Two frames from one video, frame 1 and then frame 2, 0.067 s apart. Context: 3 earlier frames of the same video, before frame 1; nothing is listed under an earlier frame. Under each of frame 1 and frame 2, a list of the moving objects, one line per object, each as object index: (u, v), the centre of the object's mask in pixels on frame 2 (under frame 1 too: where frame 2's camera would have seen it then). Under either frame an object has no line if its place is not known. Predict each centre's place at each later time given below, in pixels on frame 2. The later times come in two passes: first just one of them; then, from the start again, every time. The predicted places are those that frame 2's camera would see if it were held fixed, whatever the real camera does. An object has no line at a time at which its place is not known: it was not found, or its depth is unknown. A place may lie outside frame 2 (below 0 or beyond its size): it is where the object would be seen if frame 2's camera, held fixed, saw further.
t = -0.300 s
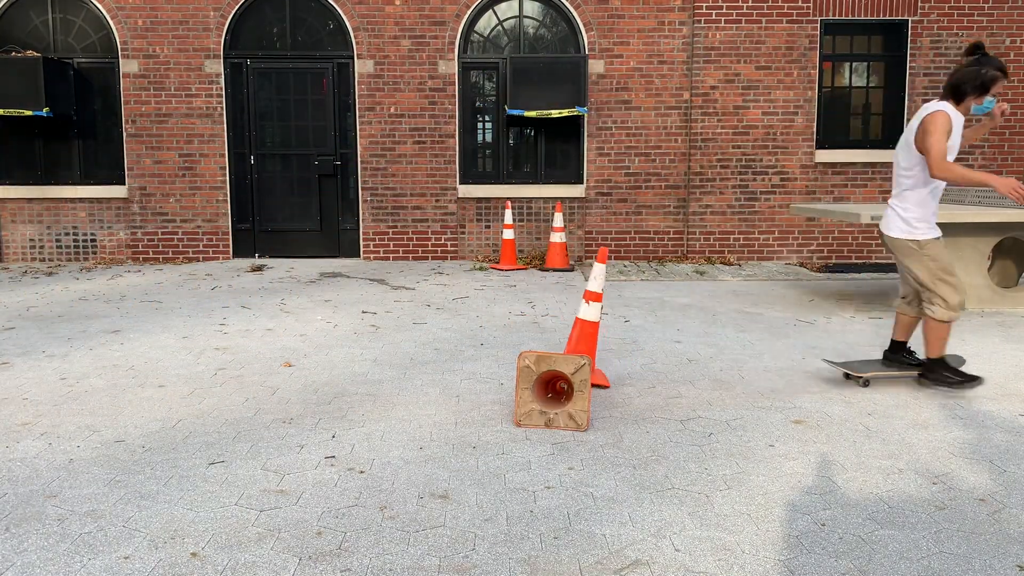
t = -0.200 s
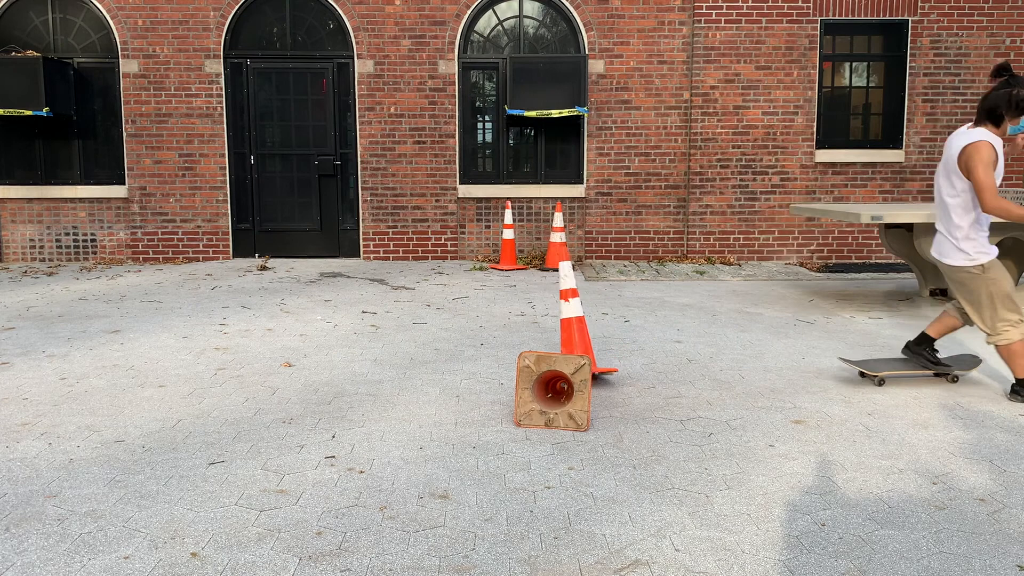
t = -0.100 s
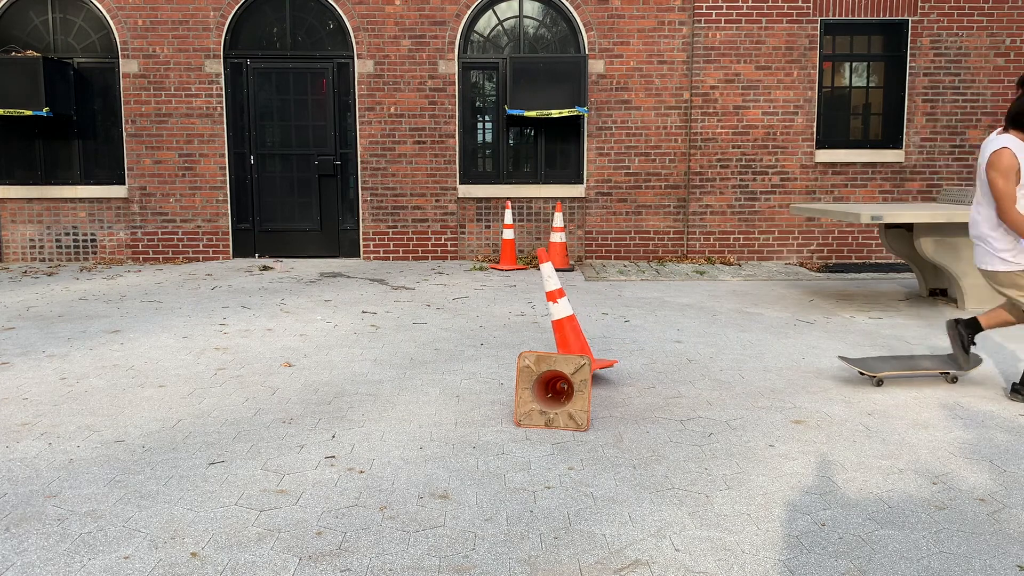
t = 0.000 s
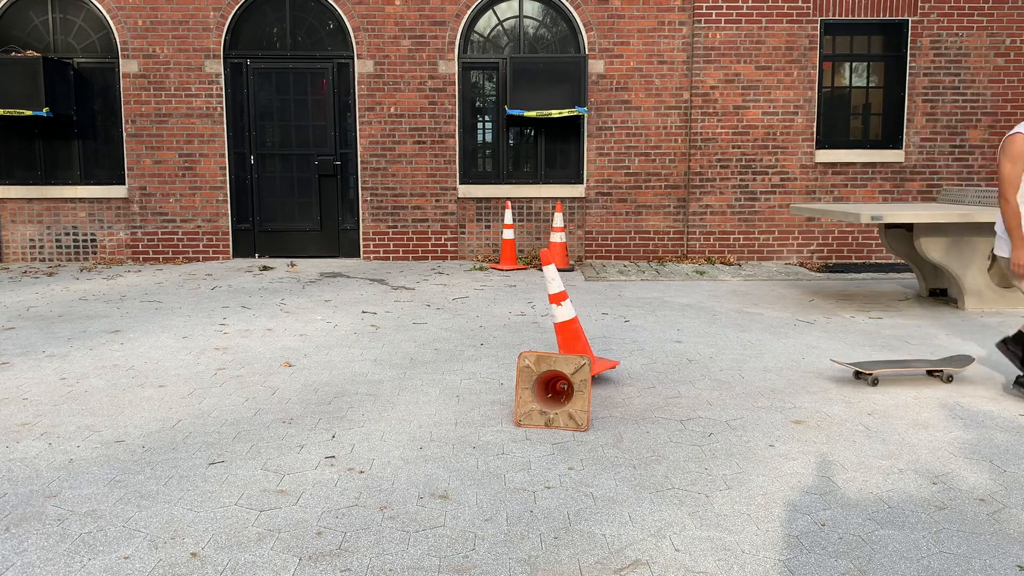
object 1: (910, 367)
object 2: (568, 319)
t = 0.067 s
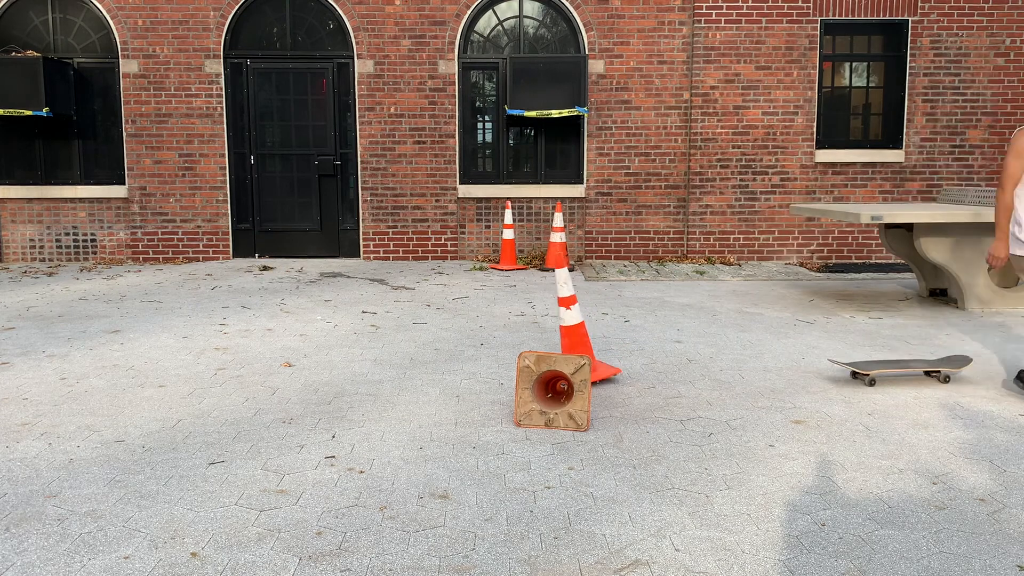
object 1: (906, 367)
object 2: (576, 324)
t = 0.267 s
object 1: (900, 368)
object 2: (586, 318)
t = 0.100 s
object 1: (905, 367)
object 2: (580, 322)
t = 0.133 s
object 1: (904, 368)
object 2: (584, 322)
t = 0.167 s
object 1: (903, 368)
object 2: (587, 321)
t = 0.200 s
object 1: (902, 368)
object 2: (587, 319)
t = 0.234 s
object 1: (901, 368)
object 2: (587, 318)
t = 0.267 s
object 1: (900, 368)
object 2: (586, 318)
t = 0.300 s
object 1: (899, 368)
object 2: (585, 318)
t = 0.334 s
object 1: (898, 368)
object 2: (585, 318)
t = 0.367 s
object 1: (897, 368)
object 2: (584, 320)
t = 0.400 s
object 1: (895, 368)
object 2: (582, 322)
